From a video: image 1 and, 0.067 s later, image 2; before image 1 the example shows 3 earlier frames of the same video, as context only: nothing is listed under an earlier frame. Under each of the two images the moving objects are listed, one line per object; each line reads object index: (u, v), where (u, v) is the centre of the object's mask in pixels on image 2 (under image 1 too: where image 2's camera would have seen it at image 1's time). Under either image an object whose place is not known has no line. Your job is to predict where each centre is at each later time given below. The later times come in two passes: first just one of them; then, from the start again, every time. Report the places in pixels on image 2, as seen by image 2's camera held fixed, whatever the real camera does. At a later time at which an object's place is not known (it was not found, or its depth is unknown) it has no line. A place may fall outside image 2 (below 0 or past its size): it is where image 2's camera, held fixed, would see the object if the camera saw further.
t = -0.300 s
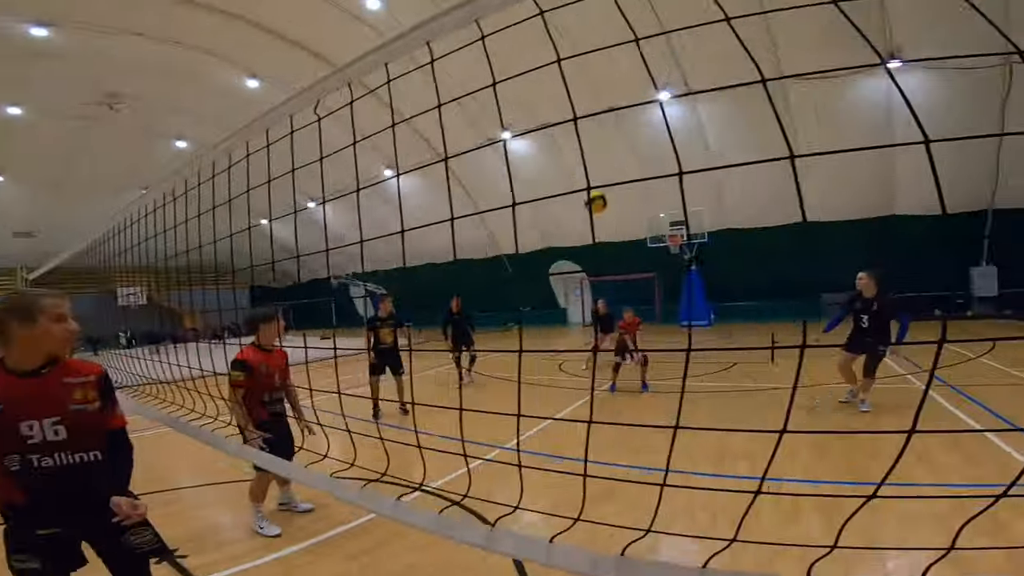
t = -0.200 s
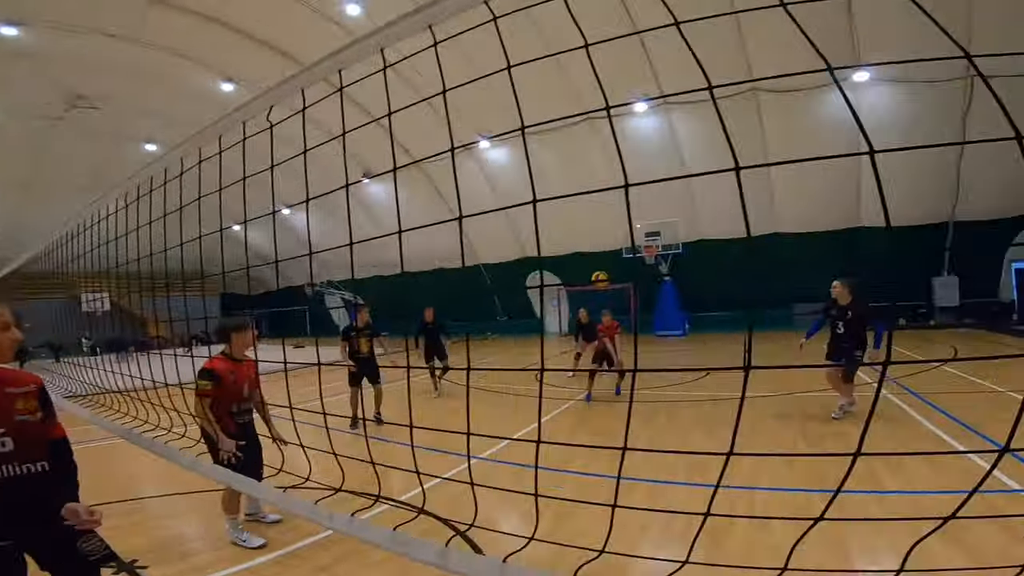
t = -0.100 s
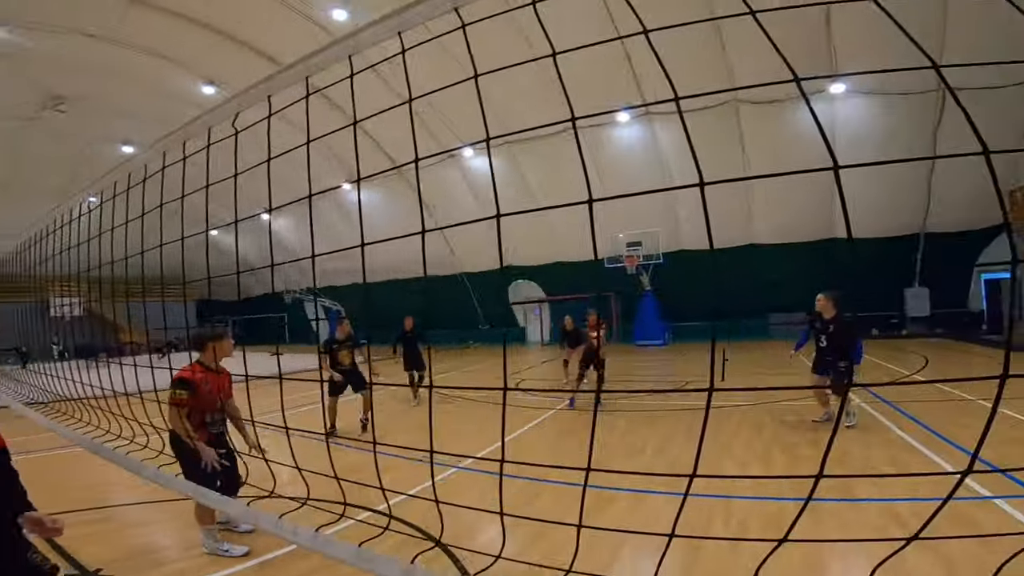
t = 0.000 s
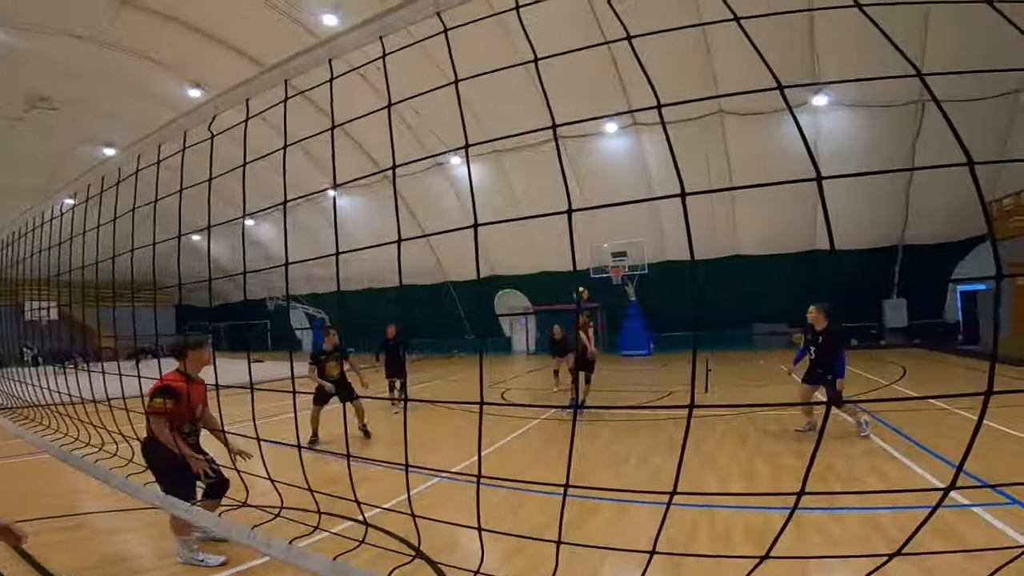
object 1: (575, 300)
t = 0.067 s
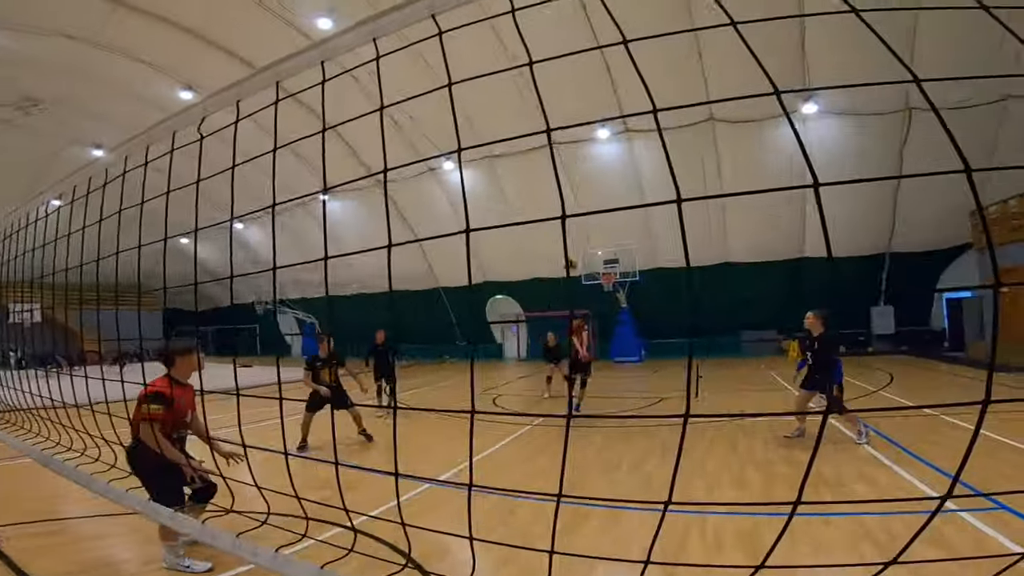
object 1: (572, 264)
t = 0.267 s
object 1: (565, 170)
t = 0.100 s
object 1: (569, 247)
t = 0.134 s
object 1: (566, 230)
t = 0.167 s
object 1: (568, 213)
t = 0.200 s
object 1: (566, 198)
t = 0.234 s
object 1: (565, 184)
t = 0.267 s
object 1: (565, 170)
